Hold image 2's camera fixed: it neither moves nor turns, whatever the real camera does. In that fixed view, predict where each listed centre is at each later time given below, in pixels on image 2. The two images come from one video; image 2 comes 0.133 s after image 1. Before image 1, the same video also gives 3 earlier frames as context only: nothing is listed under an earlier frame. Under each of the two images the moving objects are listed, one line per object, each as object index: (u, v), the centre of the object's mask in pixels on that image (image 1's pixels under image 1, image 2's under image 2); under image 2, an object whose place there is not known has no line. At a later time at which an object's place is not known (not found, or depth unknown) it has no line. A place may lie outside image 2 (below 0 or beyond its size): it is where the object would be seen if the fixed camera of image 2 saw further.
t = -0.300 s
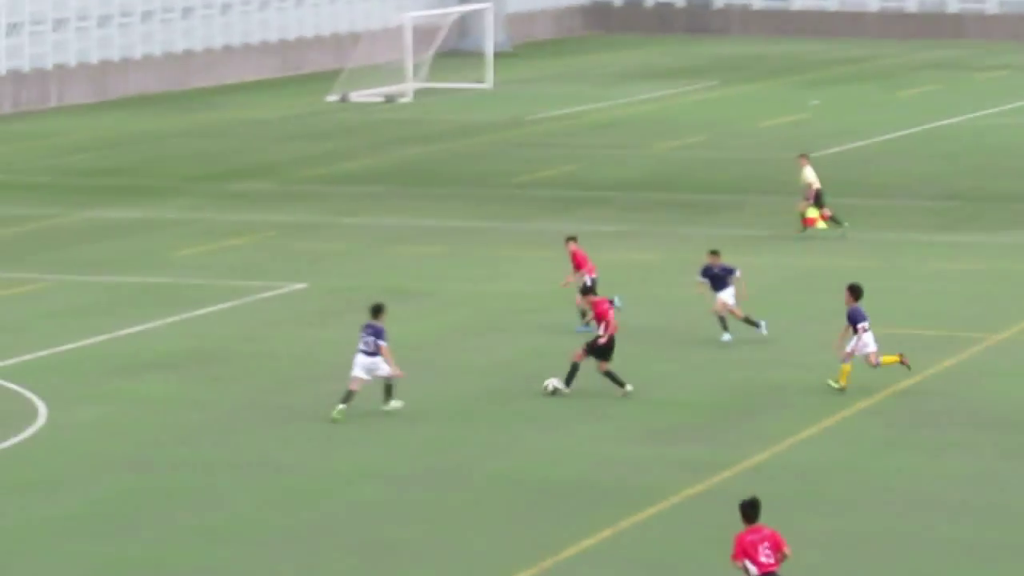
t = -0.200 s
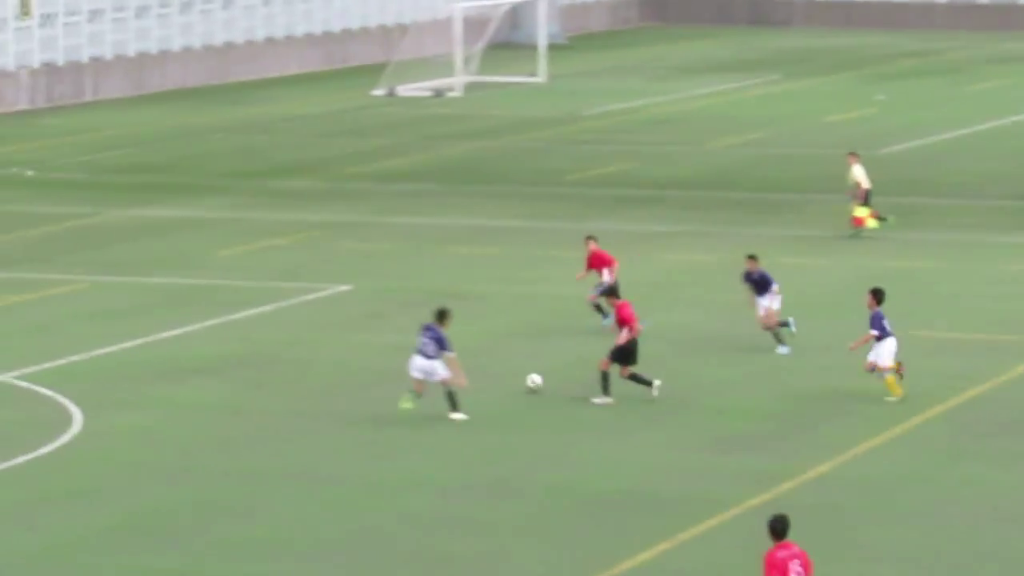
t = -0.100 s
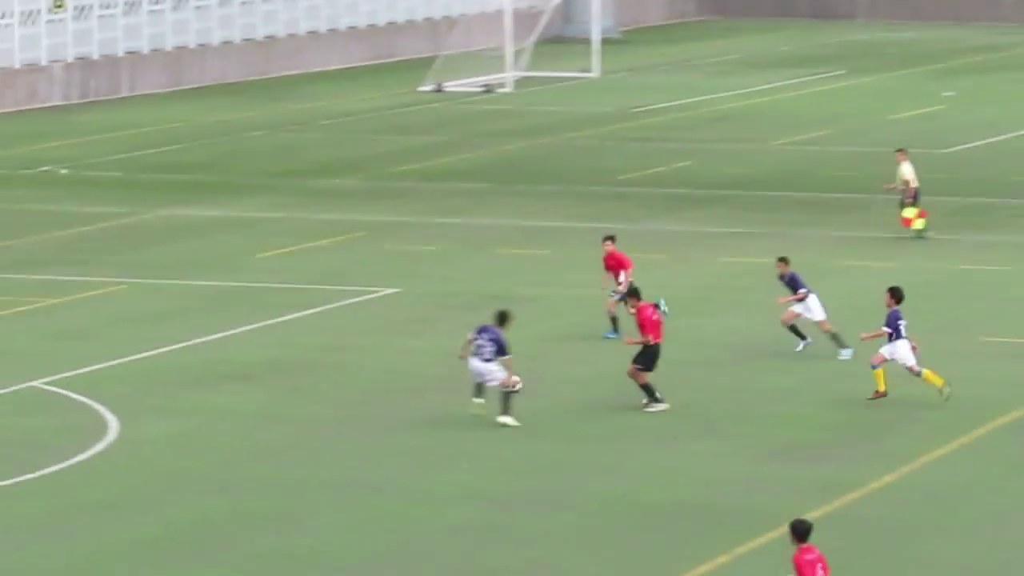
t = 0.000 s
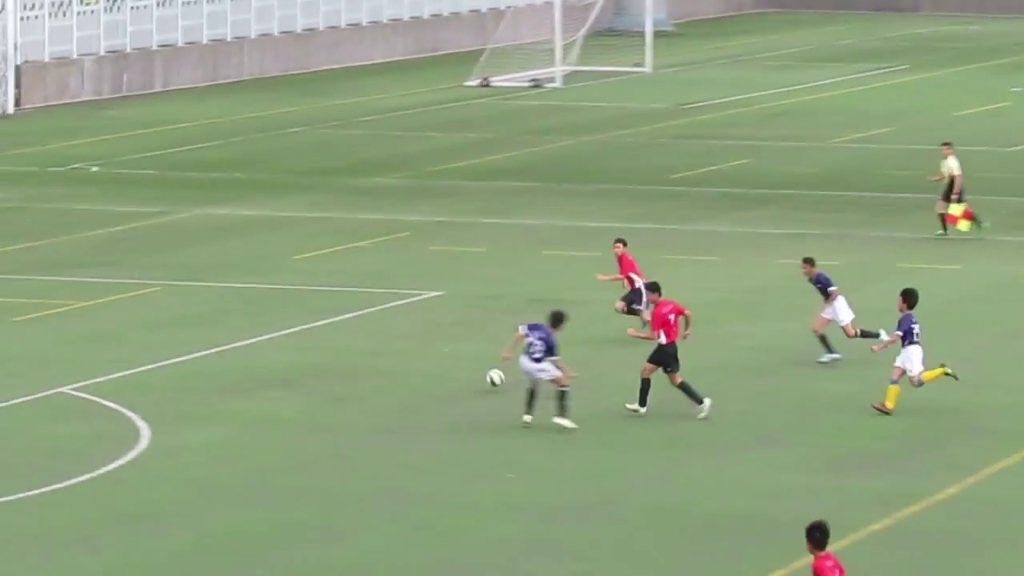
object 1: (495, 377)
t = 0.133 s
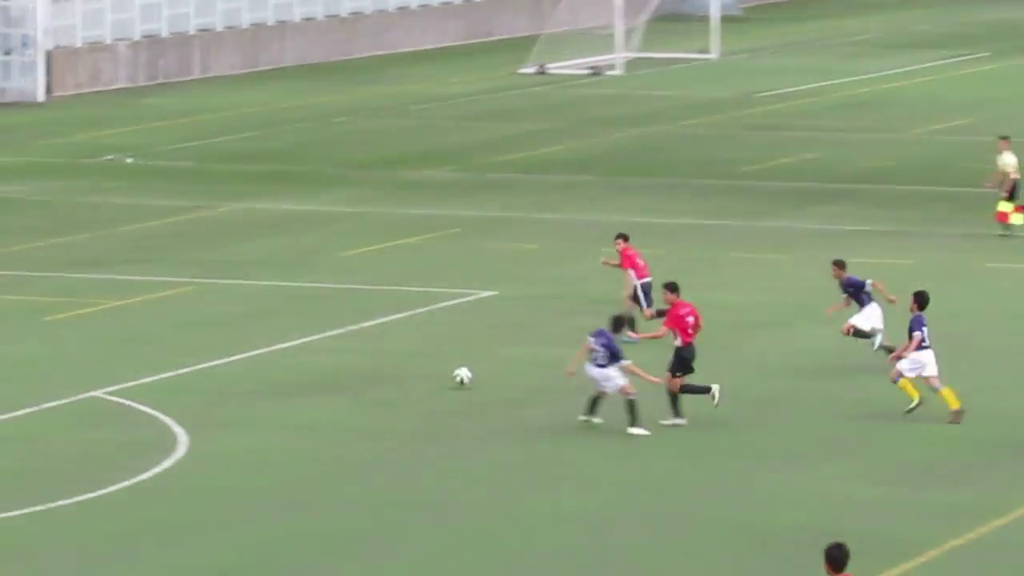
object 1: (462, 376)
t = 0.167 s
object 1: (440, 377)
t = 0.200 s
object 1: (422, 372)
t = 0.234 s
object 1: (404, 367)
